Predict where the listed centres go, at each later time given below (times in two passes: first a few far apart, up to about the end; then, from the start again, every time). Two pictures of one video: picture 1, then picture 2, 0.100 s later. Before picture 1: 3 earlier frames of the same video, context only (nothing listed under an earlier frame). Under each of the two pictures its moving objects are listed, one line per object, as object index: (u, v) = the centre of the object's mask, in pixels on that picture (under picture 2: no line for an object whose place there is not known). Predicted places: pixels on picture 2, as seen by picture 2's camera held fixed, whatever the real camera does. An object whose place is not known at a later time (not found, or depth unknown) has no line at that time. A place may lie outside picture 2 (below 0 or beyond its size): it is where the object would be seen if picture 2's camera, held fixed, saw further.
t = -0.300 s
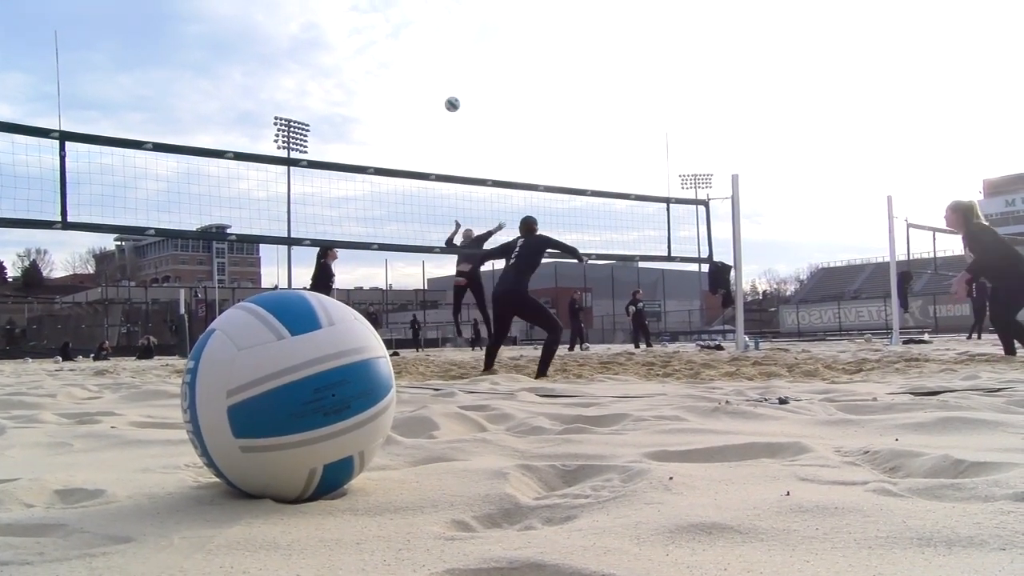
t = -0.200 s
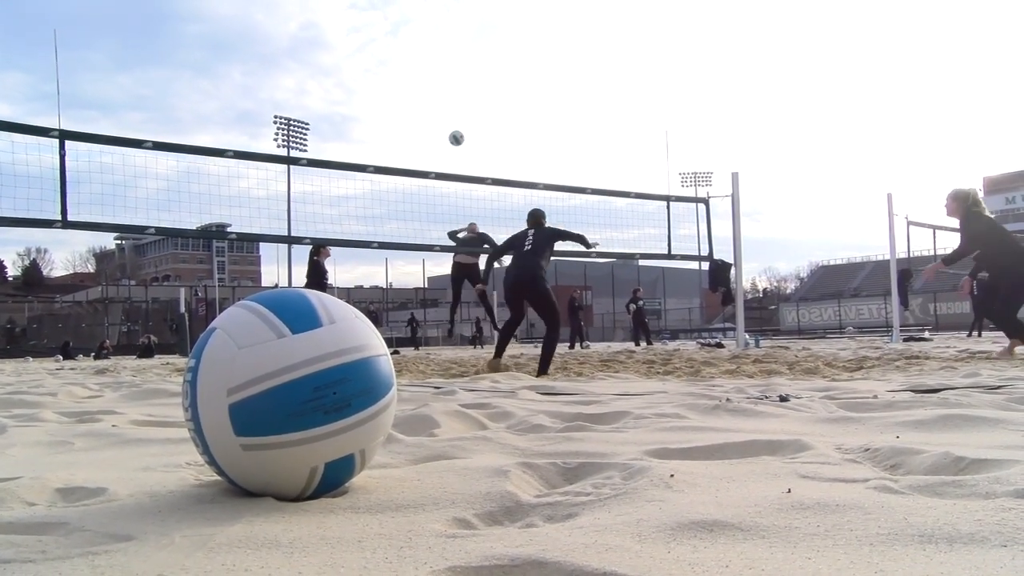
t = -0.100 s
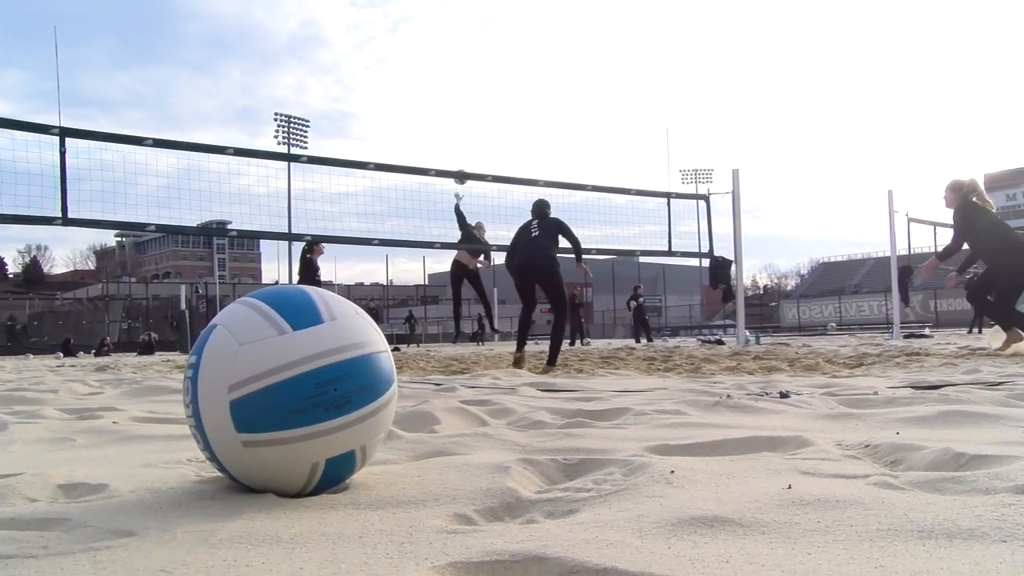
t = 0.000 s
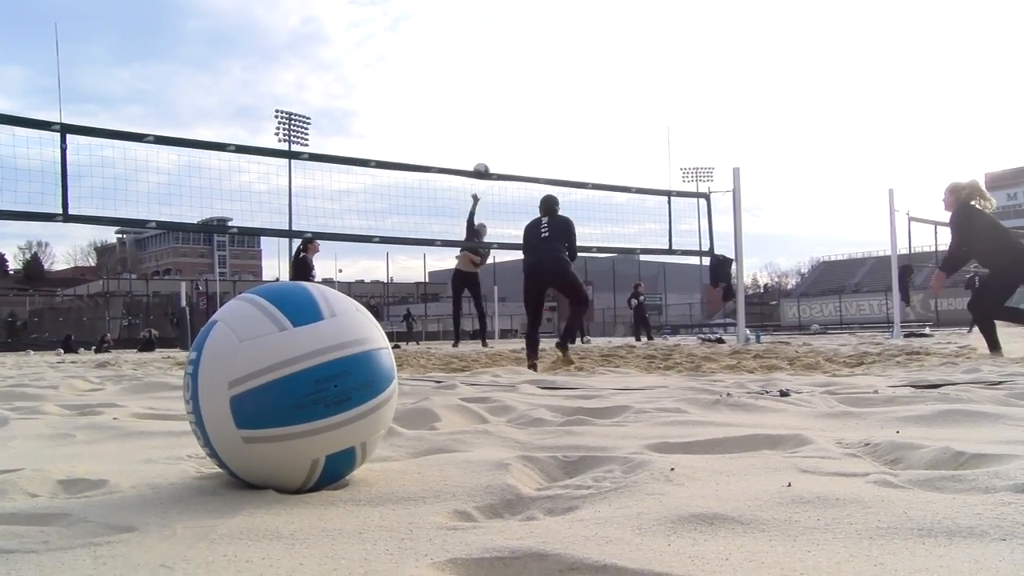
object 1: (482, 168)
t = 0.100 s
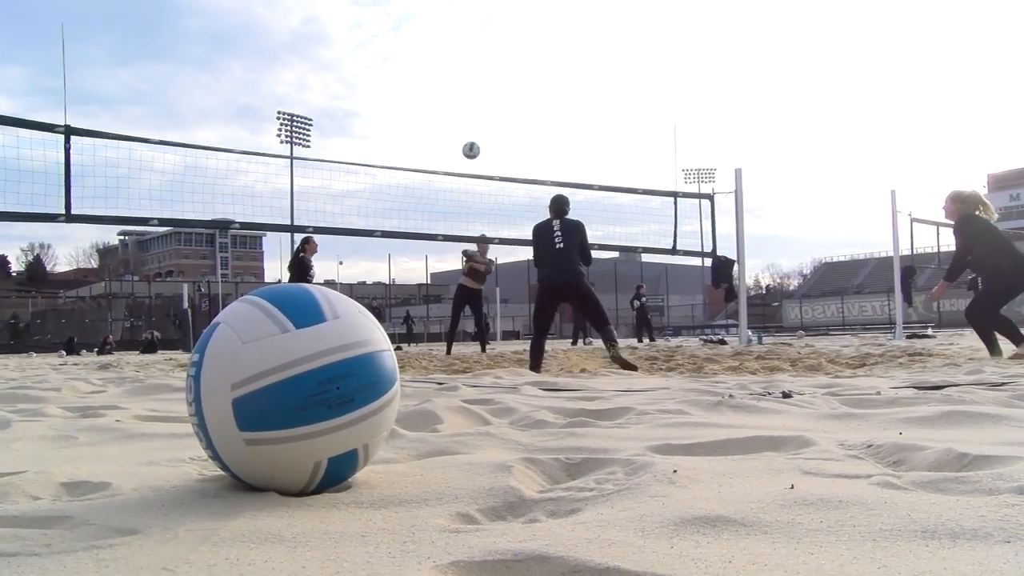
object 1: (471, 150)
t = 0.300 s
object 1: (442, 125)
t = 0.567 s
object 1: (397, 152)
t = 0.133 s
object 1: (466, 144)
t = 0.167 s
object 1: (462, 138)
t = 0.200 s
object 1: (457, 134)
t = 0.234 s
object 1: (452, 130)
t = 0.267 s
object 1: (447, 127)
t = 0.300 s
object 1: (442, 125)
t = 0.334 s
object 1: (437, 124)
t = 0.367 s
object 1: (432, 125)
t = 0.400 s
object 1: (426, 126)
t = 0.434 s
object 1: (421, 128)
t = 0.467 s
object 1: (415, 132)
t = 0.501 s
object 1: (409, 137)
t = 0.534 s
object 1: (403, 144)
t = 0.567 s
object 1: (397, 152)
